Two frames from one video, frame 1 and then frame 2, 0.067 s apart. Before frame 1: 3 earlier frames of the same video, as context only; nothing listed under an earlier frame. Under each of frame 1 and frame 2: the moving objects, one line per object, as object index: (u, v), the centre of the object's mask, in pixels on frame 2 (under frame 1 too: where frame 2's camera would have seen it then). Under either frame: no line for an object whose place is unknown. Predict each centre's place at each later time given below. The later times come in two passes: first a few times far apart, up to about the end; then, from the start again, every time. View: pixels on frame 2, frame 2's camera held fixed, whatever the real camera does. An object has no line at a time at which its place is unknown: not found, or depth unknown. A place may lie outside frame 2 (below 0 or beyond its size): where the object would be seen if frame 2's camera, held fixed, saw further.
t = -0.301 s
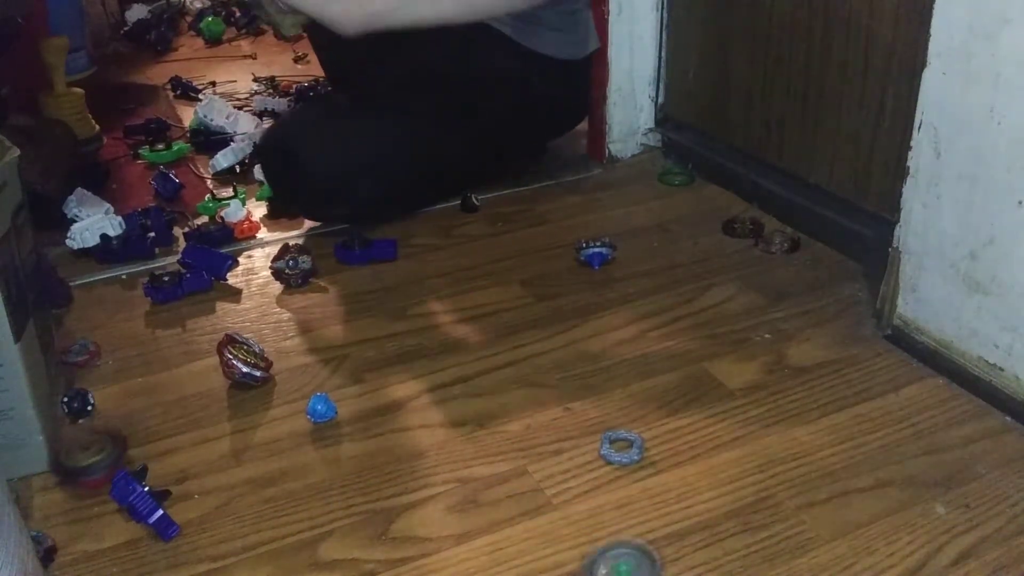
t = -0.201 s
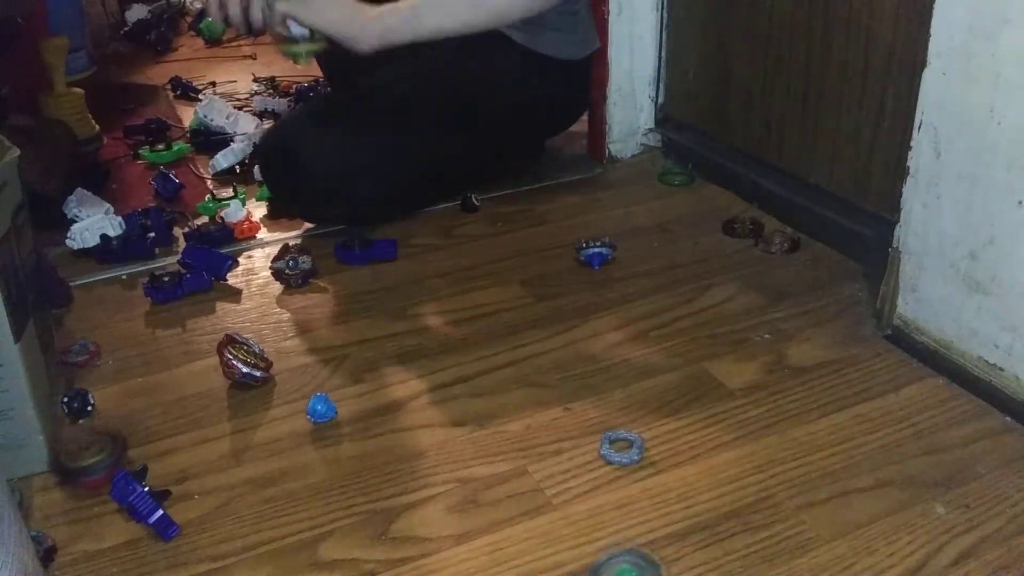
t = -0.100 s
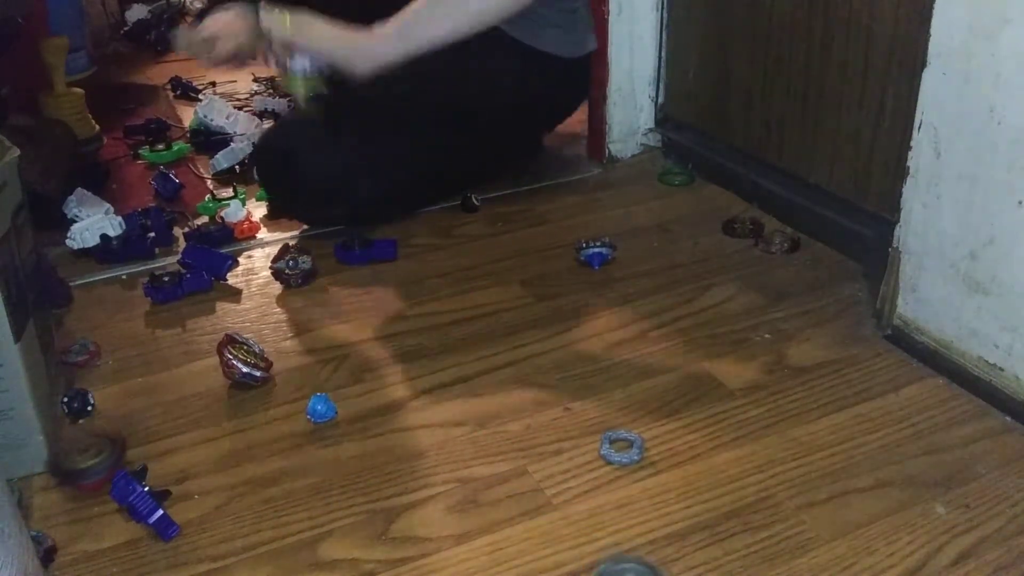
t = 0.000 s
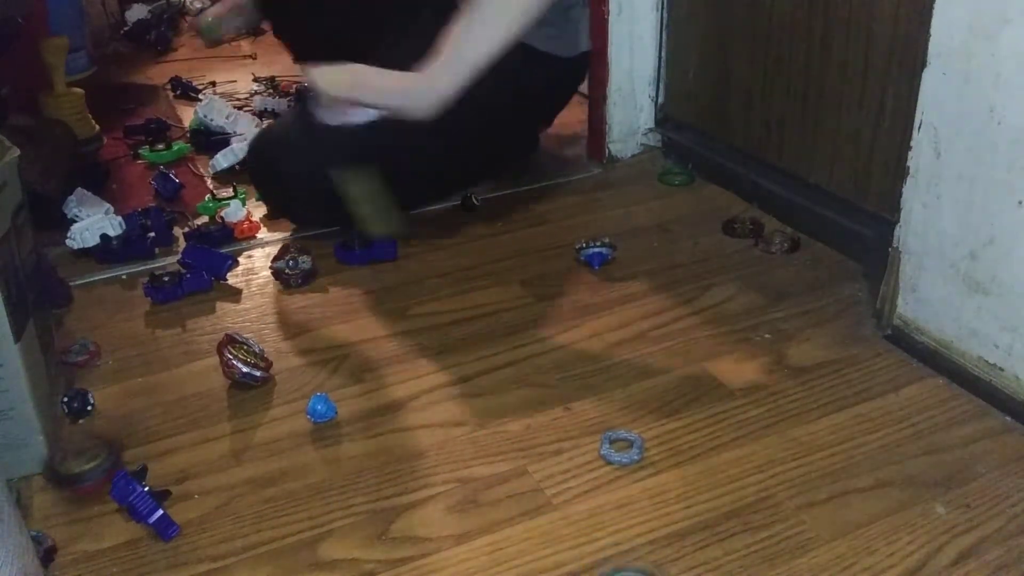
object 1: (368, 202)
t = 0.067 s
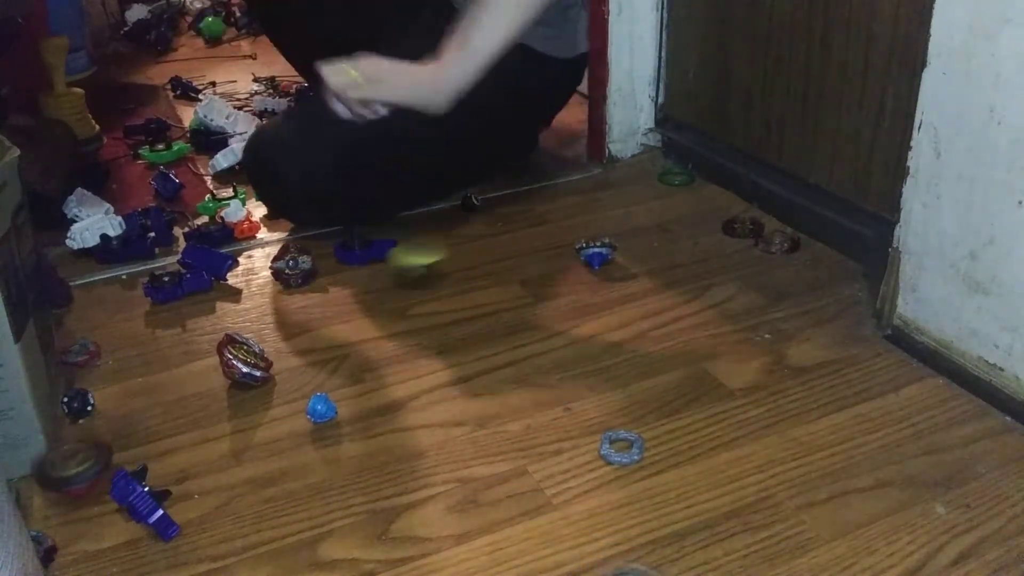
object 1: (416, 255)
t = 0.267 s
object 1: (508, 303)
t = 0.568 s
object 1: (505, 320)
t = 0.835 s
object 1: (485, 324)
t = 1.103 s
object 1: (465, 326)
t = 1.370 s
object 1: (444, 328)
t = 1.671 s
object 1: (435, 325)
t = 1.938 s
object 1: (425, 324)
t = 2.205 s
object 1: (418, 322)
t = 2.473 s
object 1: (413, 318)
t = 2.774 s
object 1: (412, 310)
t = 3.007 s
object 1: (409, 308)
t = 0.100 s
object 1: (434, 252)
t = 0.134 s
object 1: (453, 261)
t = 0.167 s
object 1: (472, 282)
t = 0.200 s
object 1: (486, 292)
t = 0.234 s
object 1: (498, 296)
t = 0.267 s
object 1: (508, 303)
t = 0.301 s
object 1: (515, 307)
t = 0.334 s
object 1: (518, 310)
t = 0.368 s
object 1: (518, 312)
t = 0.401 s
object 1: (517, 314)
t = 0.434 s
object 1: (514, 316)
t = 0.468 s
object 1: (512, 317)
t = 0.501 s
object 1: (509, 318)
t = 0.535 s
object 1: (507, 320)
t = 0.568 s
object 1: (505, 320)
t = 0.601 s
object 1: (503, 321)
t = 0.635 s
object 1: (501, 322)
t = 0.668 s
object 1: (498, 322)
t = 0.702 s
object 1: (496, 322)
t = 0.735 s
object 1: (492, 323)
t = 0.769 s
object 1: (490, 323)
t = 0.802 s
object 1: (487, 324)
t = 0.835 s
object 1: (485, 324)
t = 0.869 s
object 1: (483, 324)
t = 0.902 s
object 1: (480, 325)
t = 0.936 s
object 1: (478, 325)
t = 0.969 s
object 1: (476, 325)
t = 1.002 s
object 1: (473, 325)
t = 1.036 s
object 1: (471, 325)
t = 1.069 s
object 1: (468, 326)
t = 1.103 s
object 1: (465, 326)
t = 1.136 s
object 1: (462, 327)
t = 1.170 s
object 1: (460, 327)
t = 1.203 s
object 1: (458, 327)
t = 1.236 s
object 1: (456, 327)
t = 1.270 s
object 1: (453, 327)
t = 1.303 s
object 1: (449, 328)
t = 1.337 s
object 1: (446, 328)
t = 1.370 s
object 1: (444, 328)
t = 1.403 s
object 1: (442, 328)
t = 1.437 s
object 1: (440, 328)
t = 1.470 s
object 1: (439, 328)
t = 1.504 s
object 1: (438, 328)
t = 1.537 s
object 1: (437, 327)
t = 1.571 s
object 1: (437, 327)
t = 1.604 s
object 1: (436, 326)
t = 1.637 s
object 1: (436, 326)
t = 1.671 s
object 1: (435, 325)
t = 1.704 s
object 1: (435, 325)
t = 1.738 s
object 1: (434, 325)
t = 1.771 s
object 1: (433, 325)
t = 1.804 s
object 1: (431, 325)
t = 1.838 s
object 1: (430, 325)
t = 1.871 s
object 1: (428, 325)
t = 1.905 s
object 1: (427, 325)
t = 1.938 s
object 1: (425, 324)
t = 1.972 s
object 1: (424, 324)
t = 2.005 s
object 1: (422, 324)
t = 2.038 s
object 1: (421, 324)
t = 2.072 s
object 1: (420, 323)
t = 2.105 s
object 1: (420, 323)
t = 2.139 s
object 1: (419, 322)
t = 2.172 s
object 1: (418, 322)
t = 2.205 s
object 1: (418, 322)
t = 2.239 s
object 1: (417, 321)
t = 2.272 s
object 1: (416, 321)
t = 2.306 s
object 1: (416, 321)
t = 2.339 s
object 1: (415, 320)
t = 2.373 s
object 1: (414, 319)
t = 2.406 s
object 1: (414, 319)
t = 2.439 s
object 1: (413, 319)
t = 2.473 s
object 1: (413, 318)
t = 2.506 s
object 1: (413, 318)
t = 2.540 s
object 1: (413, 317)
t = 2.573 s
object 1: (413, 316)
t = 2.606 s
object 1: (413, 315)
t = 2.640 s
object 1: (413, 314)
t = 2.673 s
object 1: (413, 313)
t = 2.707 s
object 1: (412, 312)
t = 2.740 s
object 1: (412, 311)
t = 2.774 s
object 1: (412, 310)
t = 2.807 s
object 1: (411, 310)
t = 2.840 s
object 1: (410, 310)
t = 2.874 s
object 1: (410, 309)
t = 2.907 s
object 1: (409, 309)
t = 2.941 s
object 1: (409, 309)
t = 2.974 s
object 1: (409, 308)
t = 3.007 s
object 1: (409, 308)
